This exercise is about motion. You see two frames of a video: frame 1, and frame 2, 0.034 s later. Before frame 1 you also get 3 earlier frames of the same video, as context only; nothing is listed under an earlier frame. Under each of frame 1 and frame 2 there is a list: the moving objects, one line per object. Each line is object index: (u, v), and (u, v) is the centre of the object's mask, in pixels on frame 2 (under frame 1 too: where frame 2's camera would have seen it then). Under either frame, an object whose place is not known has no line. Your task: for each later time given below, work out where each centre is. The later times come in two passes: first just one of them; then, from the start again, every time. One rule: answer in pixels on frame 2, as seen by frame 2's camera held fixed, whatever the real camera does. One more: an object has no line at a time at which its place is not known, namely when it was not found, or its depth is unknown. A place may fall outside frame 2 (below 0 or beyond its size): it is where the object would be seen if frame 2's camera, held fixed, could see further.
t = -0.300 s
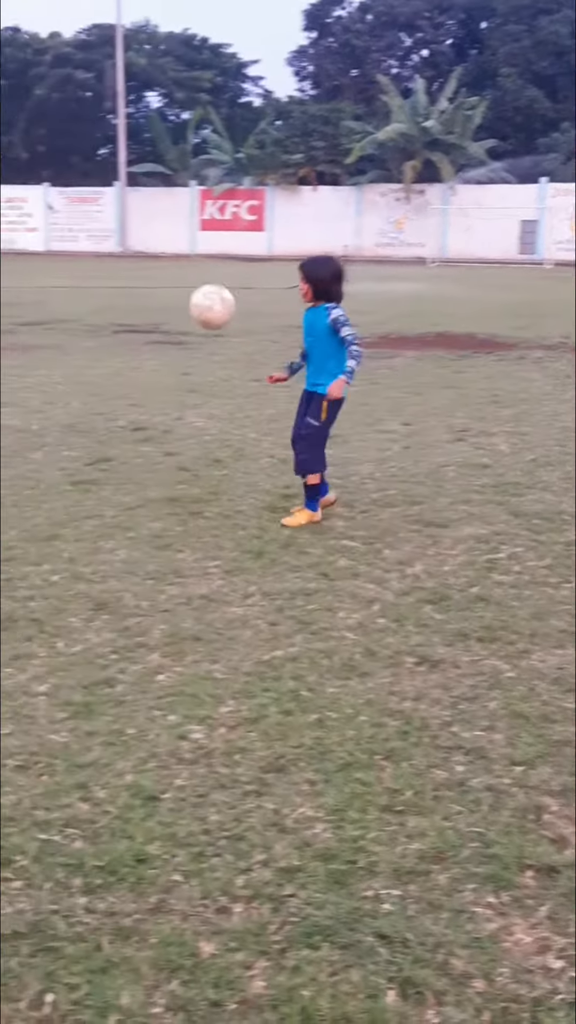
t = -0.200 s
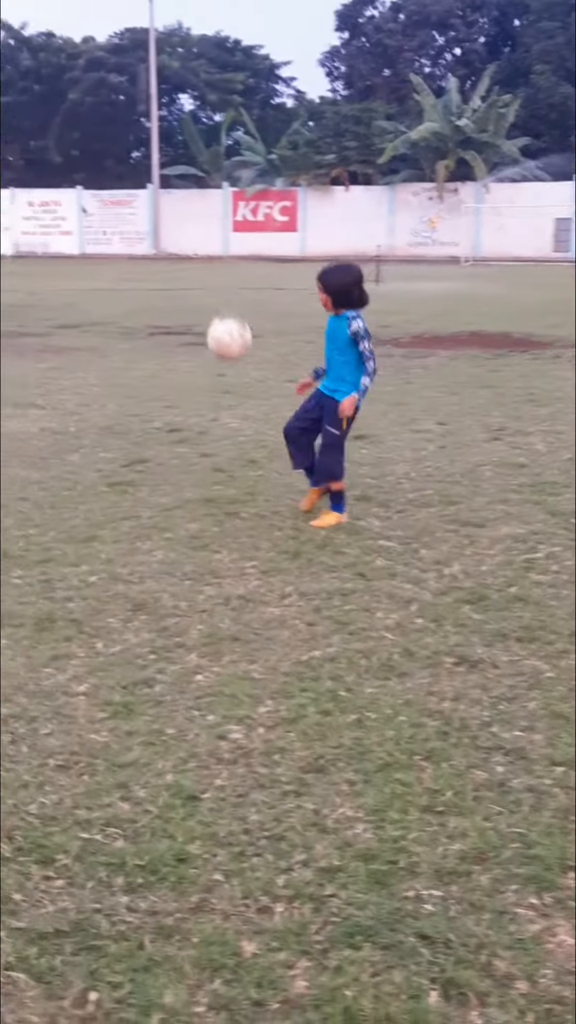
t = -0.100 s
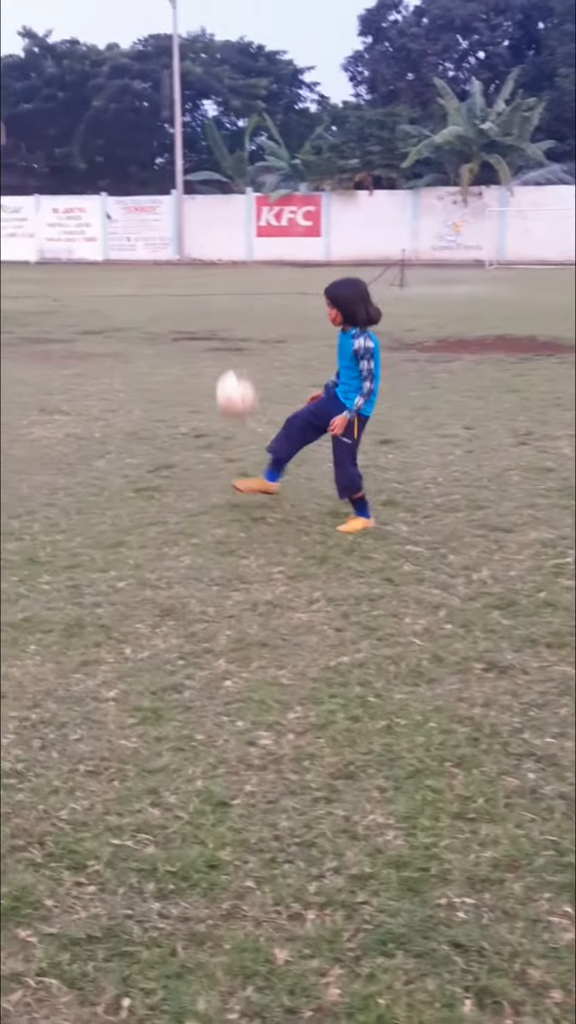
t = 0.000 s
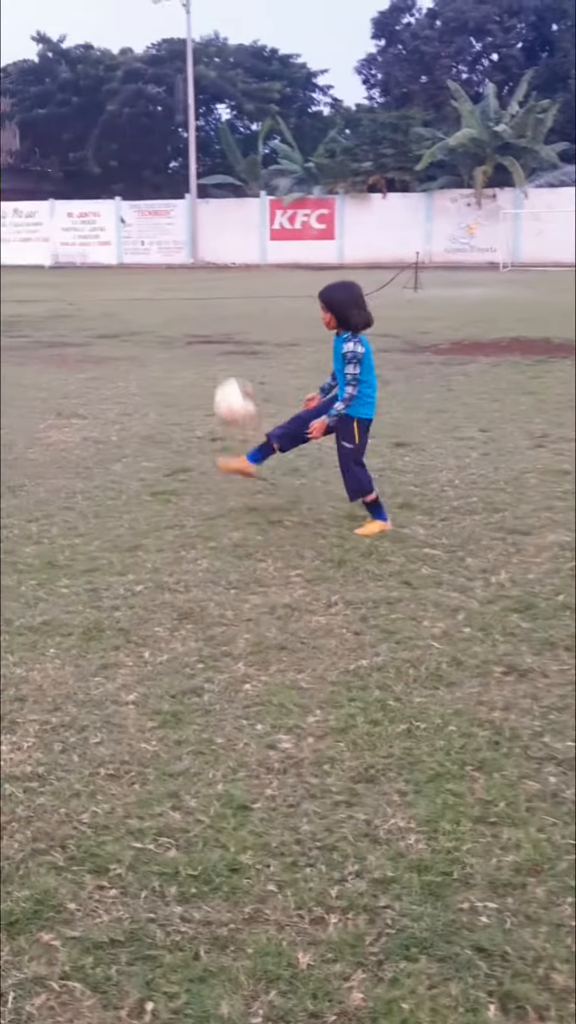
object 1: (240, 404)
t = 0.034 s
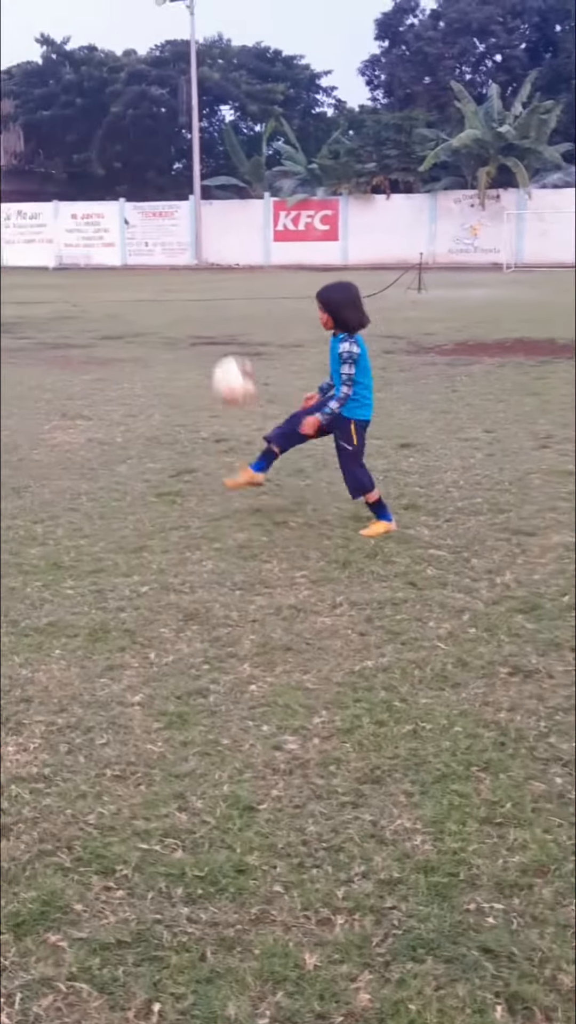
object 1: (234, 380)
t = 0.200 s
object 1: (206, 298)
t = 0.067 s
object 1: (228, 359)
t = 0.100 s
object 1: (223, 340)
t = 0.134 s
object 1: (217, 324)
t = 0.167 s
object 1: (212, 310)
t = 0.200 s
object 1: (206, 298)
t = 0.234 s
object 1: (201, 289)
